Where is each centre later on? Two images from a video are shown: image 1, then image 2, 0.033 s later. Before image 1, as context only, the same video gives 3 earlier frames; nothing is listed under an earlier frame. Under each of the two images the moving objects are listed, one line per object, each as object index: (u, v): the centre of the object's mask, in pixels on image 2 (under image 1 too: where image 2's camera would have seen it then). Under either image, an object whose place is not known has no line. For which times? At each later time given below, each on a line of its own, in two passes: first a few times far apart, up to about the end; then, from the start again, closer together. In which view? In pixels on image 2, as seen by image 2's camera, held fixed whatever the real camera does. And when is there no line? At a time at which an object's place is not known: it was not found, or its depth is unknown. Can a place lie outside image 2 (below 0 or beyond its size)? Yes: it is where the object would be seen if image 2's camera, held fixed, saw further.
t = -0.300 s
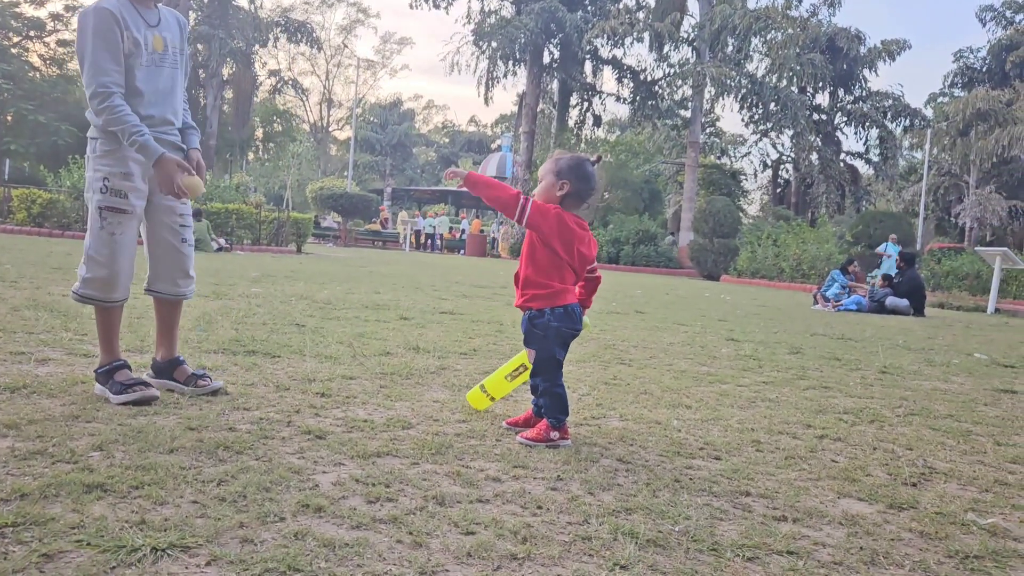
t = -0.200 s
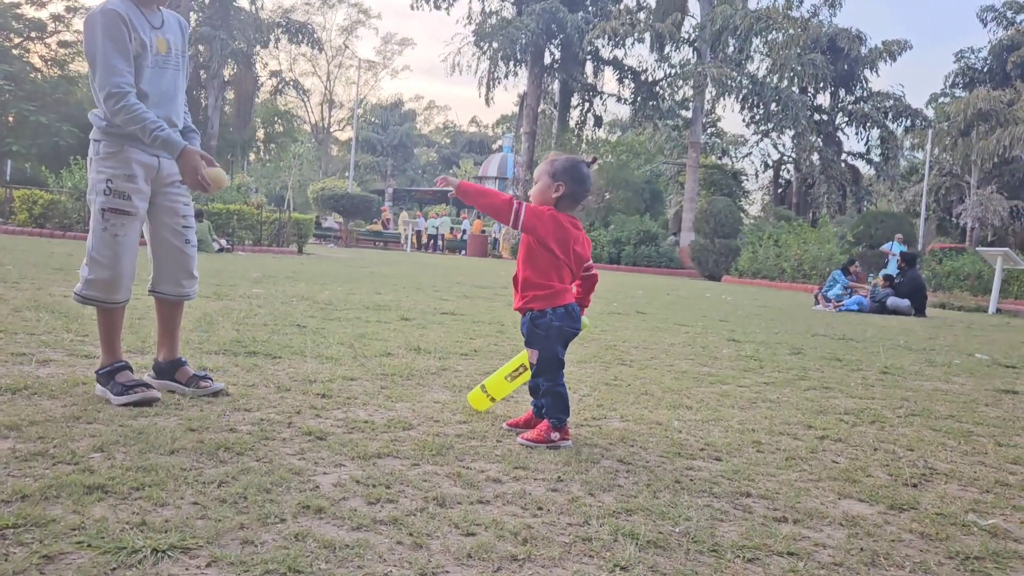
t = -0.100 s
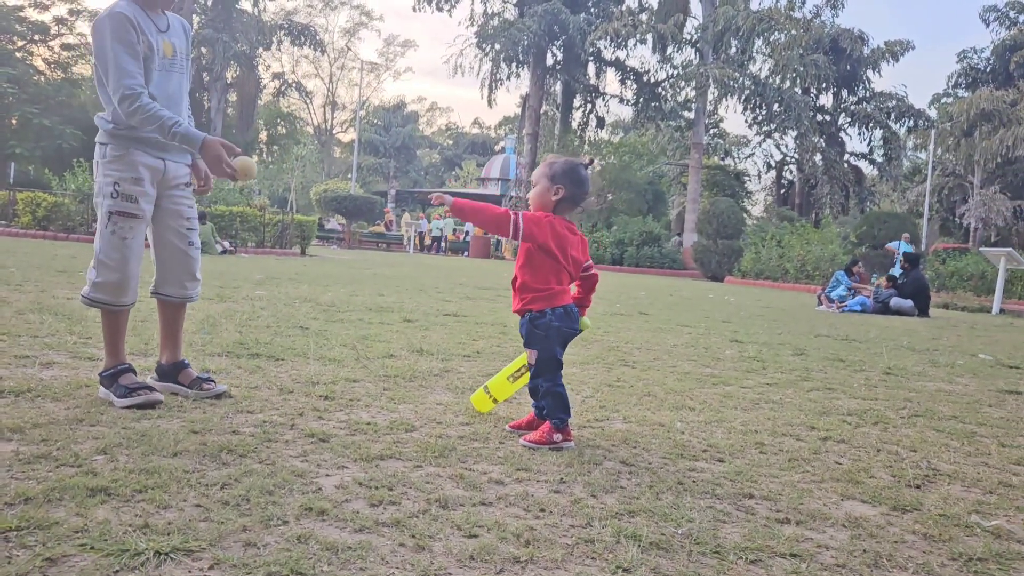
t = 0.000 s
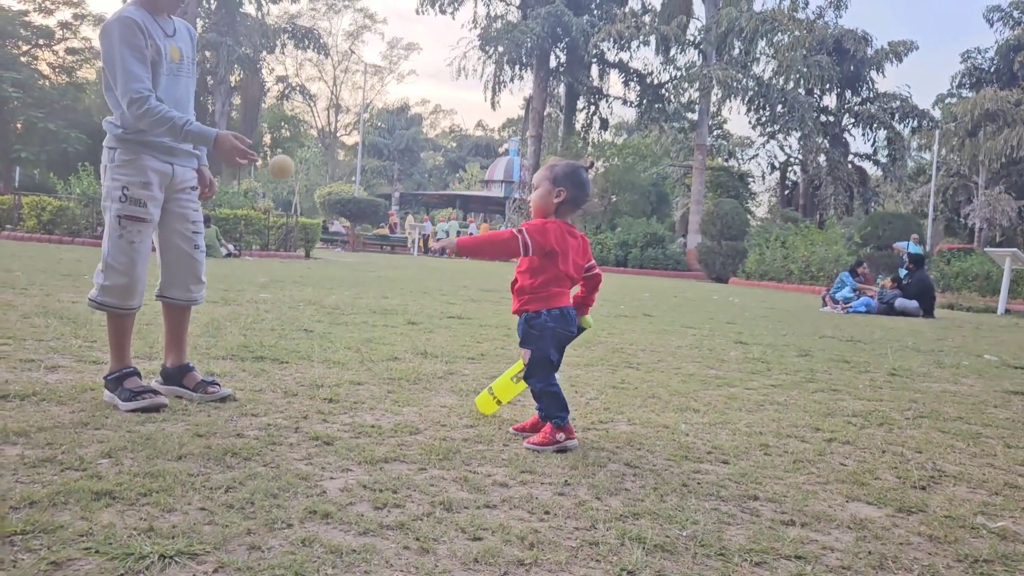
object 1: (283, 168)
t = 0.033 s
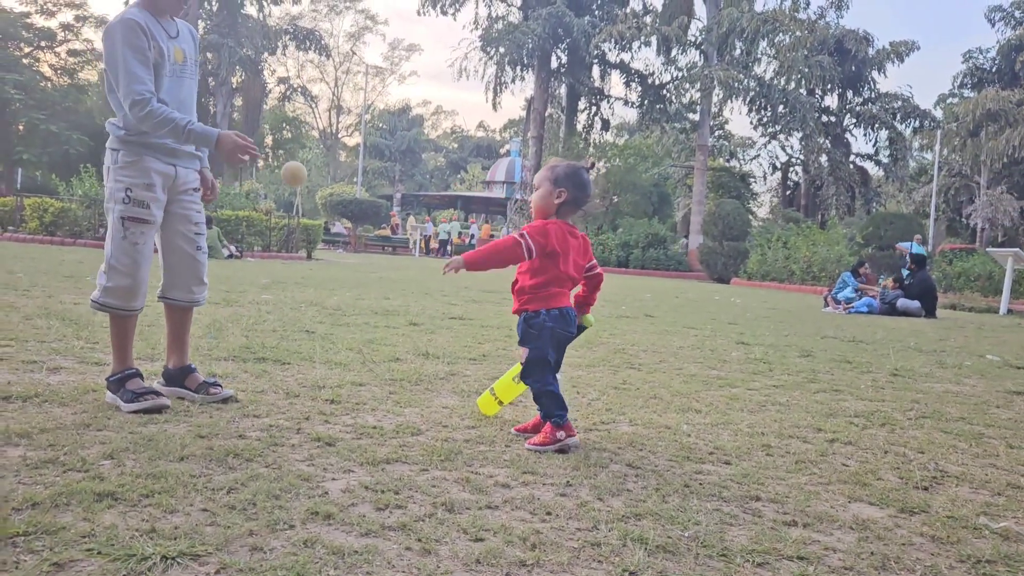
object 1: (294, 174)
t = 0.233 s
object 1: (350, 281)
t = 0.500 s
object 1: (391, 337)
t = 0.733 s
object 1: (408, 362)
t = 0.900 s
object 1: (418, 397)
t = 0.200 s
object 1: (341, 254)
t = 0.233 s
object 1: (350, 281)
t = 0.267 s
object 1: (357, 312)
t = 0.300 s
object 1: (364, 346)
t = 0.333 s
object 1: (371, 383)
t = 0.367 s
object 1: (377, 402)
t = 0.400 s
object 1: (381, 381)
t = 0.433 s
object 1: (385, 363)
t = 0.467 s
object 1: (389, 348)
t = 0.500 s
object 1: (391, 337)
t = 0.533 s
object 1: (395, 328)
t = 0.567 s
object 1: (398, 325)
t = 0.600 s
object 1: (401, 324)
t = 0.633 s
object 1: (403, 328)
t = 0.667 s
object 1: (405, 335)
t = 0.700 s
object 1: (407, 347)
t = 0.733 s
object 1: (408, 362)
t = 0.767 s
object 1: (410, 380)
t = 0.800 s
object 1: (411, 403)
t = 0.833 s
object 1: (413, 415)
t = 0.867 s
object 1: (415, 405)
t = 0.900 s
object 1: (418, 397)
